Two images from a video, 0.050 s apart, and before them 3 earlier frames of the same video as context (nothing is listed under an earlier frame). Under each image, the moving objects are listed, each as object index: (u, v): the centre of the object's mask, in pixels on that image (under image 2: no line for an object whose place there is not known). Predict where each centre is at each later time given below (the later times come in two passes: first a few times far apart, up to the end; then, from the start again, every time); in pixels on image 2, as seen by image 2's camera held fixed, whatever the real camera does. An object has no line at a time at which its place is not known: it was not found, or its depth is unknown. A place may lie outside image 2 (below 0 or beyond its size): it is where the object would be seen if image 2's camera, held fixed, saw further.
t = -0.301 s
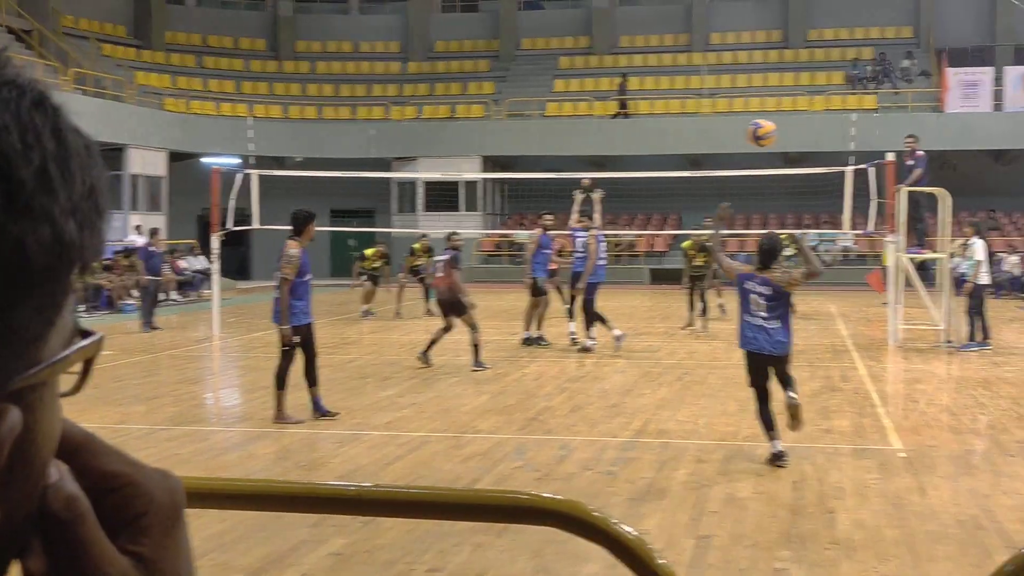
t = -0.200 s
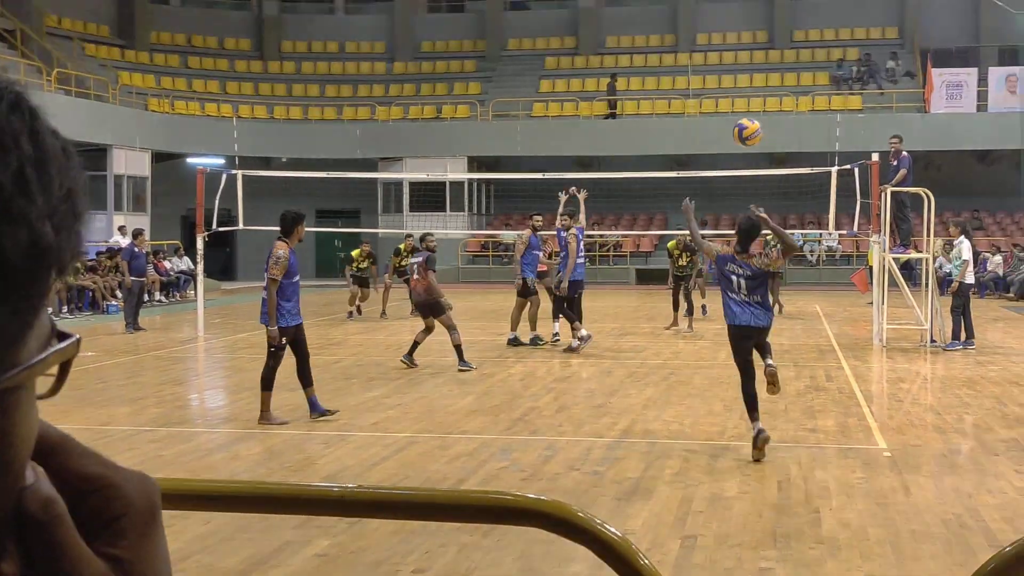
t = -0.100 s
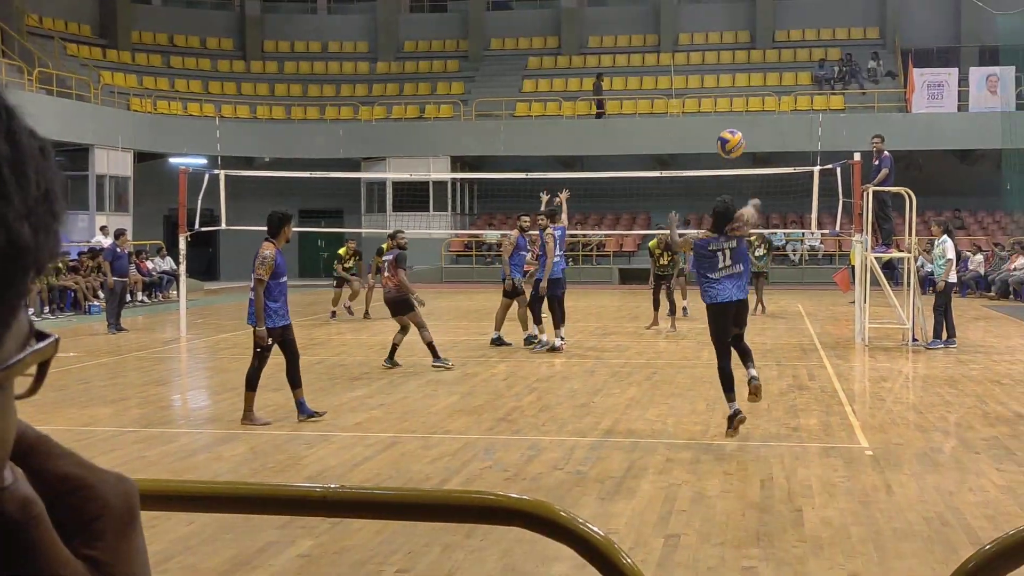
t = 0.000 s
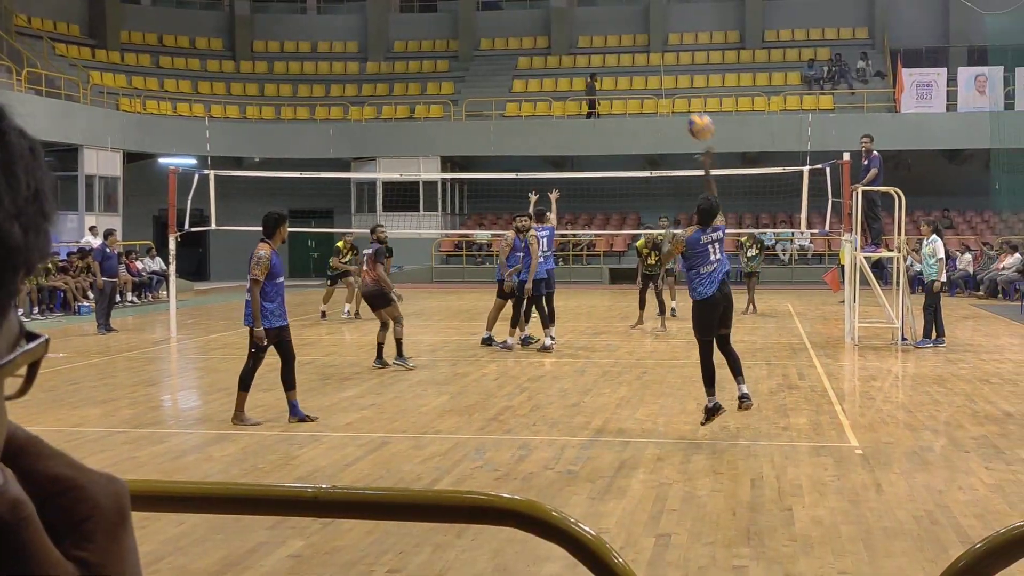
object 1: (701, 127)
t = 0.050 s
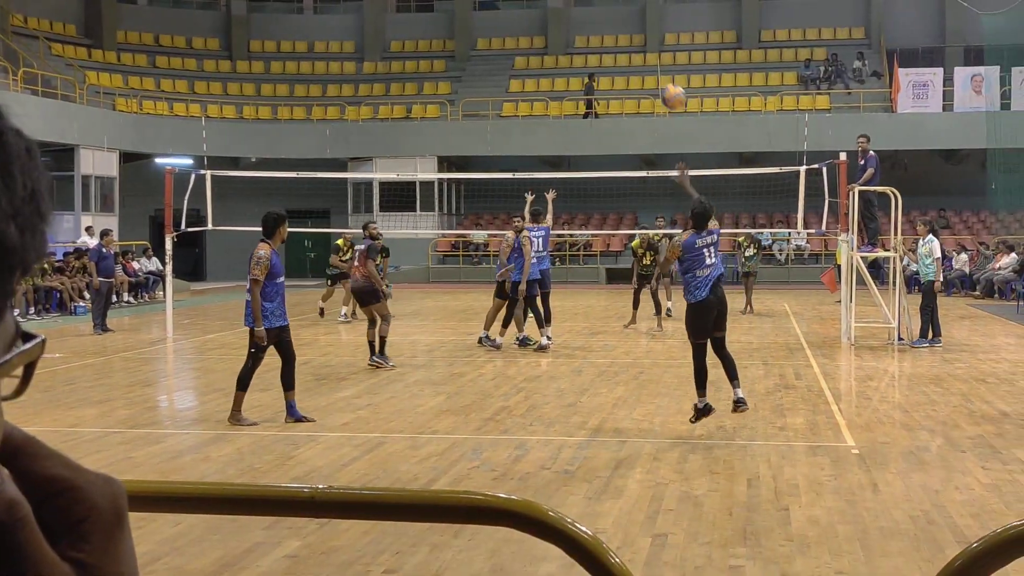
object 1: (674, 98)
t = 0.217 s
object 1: (611, 36)
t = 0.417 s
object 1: (557, 20)
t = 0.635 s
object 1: (515, 45)
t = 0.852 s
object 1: (483, 96)
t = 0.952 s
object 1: (472, 125)
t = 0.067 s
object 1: (666, 88)
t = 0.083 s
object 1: (659, 81)
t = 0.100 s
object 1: (653, 72)
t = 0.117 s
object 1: (646, 66)
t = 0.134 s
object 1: (639, 59)
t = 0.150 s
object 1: (633, 54)
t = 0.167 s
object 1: (627, 48)
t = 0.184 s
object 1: (622, 44)
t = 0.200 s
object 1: (617, 40)
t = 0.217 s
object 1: (611, 36)
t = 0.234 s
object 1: (606, 33)
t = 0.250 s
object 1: (601, 30)
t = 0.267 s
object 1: (596, 27)
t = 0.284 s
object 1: (592, 25)
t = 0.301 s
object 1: (587, 23)
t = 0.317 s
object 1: (582, 22)
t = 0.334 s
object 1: (578, 21)
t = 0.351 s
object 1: (573, 20)
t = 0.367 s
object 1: (569, 20)
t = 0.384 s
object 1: (565, 20)
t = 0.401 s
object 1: (561, 20)
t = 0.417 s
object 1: (557, 20)
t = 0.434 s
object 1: (553, 21)
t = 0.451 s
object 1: (549, 22)
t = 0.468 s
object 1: (546, 23)
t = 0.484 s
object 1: (543, 25)
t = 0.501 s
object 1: (539, 26)
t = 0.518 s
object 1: (536, 28)
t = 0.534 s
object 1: (533, 29)
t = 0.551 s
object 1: (530, 31)
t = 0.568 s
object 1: (527, 33)
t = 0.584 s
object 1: (524, 36)
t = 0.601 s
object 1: (521, 39)
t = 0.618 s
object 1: (518, 42)
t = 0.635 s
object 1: (515, 45)
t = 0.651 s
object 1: (512, 48)
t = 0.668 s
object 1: (510, 51)
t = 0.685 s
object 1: (507, 55)
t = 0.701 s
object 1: (505, 59)
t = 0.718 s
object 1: (502, 62)
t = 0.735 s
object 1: (500, 66)
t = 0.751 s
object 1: (497, 70)
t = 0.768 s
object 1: (495, 74)
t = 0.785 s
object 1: (492, 78)
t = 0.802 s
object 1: (490, 82)
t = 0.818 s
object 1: (488, 87)
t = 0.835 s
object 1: (485, 91)
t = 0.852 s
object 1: (483, 96)
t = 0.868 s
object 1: (481, 100)
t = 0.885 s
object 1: (480, 106)
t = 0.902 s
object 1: (478, 110)
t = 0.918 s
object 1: (476, 115)
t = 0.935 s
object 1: (473, 121)
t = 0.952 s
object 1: (472, 125)
